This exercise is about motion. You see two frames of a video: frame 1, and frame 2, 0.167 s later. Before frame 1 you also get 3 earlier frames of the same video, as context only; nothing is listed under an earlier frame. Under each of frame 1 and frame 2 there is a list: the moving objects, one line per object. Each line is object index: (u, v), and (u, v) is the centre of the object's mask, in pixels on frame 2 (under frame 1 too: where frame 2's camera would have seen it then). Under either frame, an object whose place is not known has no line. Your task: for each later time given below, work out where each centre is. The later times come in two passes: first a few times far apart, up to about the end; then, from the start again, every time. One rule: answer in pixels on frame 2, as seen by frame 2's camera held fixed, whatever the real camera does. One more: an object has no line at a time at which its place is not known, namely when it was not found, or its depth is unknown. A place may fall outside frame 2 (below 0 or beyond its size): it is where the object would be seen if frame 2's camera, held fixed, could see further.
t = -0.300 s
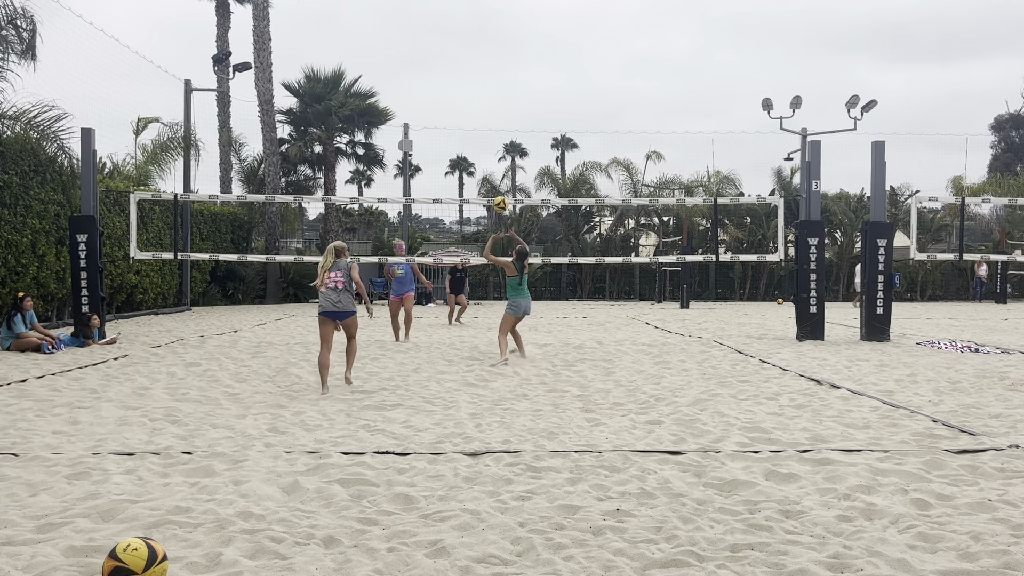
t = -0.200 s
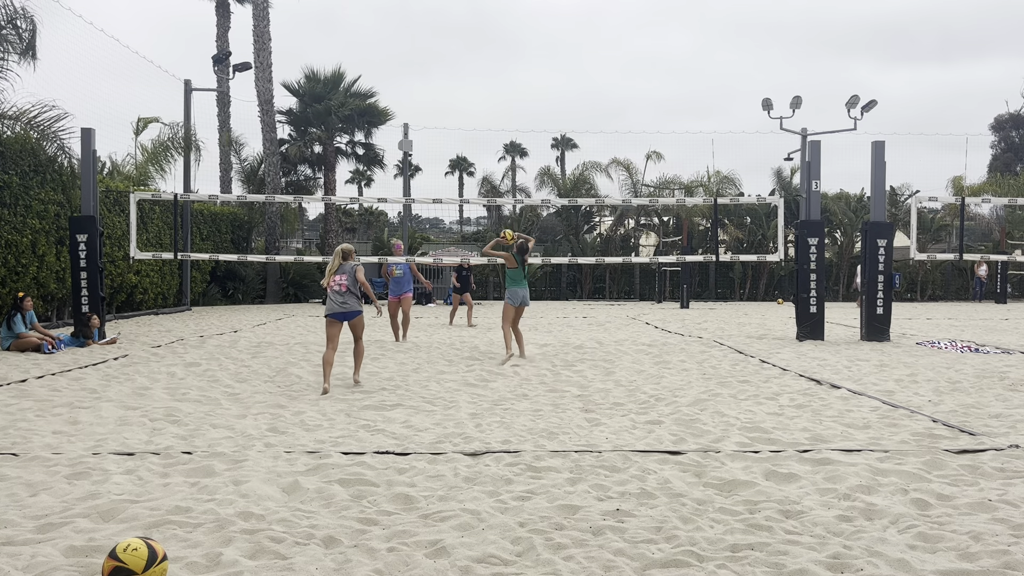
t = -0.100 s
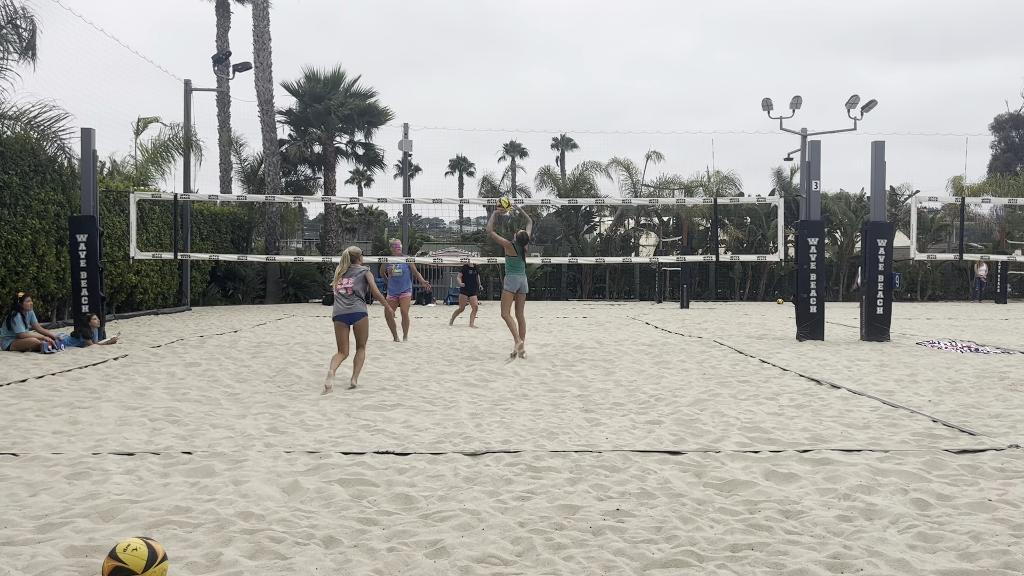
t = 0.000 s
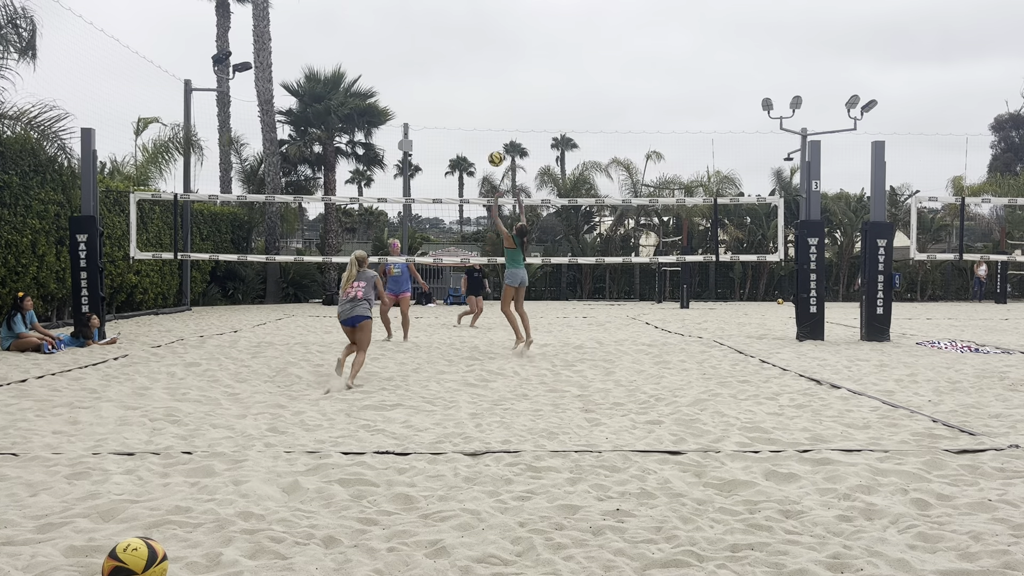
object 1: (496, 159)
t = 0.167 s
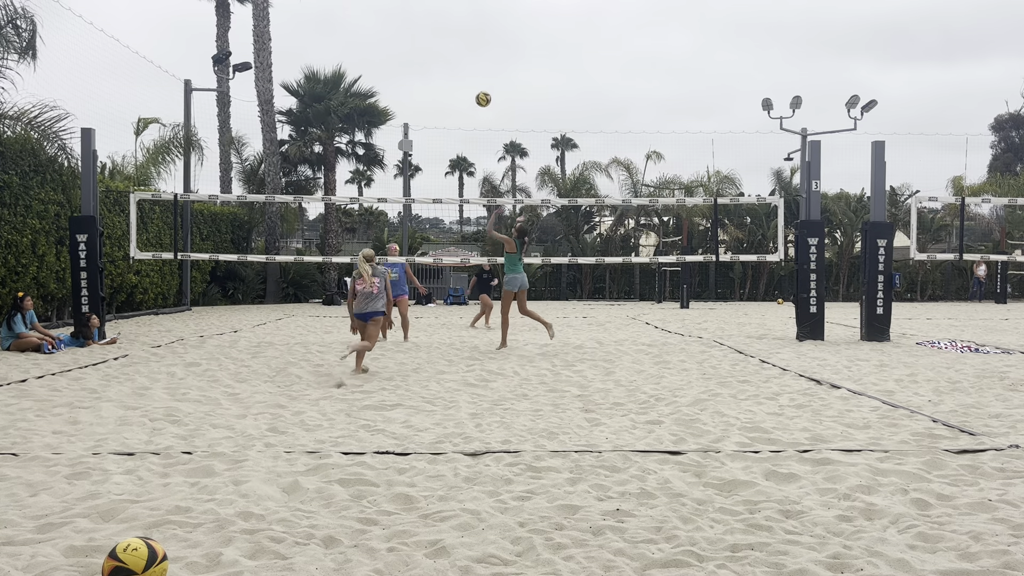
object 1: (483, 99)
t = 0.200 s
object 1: (481, 89)
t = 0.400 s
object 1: (466, 50)
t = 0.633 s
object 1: (452, 41)
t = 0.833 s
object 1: (441, 66)
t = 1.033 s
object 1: (430, 118)
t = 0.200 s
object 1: (481, 89)
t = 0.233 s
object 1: (478, 81)
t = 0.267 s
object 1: (476, 73)
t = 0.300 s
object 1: (473, 66)
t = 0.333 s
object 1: (471, 60)
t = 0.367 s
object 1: (469, 55)
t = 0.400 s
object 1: (466, 50)
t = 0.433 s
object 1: (464, 46)
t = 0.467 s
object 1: (462, 44)
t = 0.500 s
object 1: (460, 41)
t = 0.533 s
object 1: (458, 40)
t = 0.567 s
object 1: (456, 40)
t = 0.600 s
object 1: (454, 40)
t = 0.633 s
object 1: (452, 41)
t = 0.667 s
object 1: (450, 44)
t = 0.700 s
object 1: (448, 46)
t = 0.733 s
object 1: (446, 50)
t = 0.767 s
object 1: (445, 55)
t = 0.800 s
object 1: (443, 60)
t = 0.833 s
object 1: (441, 66)
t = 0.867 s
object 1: (439, 73)
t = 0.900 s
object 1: (437, 80)
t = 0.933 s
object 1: (435, 89)
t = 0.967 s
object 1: (434, 98)
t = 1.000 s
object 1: (432, 107)
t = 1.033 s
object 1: (430, 118)
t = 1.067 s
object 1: (428, 129)
